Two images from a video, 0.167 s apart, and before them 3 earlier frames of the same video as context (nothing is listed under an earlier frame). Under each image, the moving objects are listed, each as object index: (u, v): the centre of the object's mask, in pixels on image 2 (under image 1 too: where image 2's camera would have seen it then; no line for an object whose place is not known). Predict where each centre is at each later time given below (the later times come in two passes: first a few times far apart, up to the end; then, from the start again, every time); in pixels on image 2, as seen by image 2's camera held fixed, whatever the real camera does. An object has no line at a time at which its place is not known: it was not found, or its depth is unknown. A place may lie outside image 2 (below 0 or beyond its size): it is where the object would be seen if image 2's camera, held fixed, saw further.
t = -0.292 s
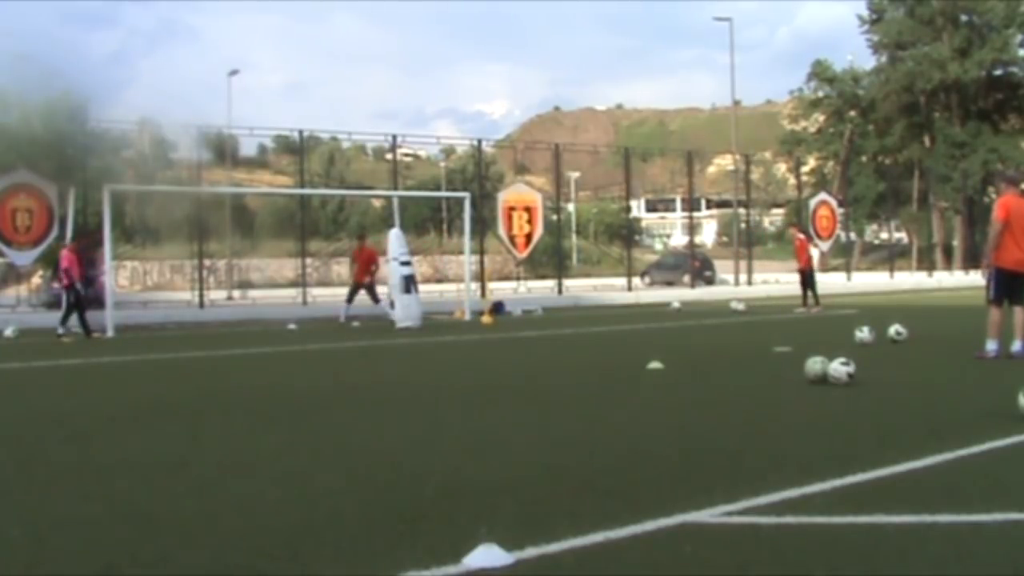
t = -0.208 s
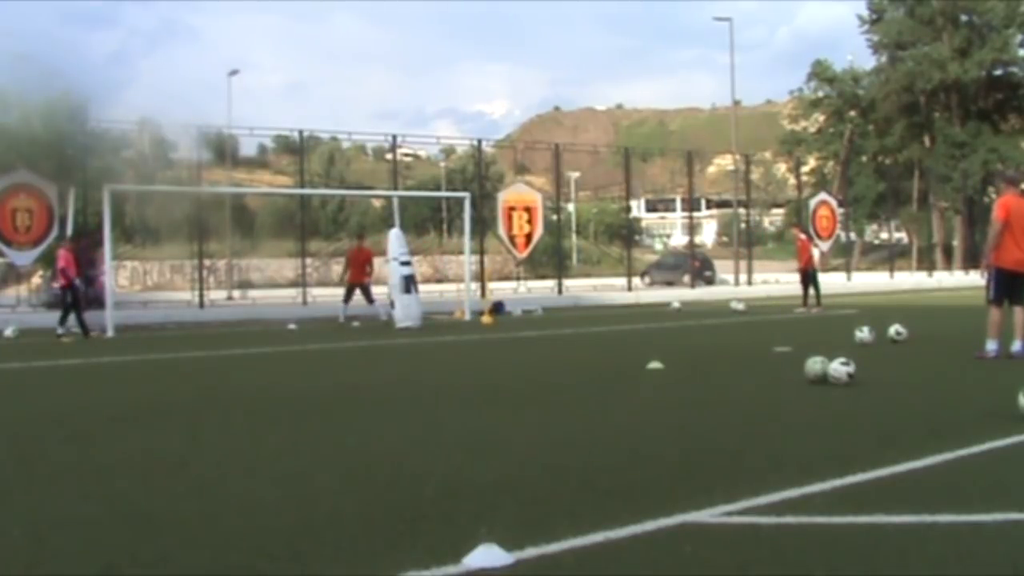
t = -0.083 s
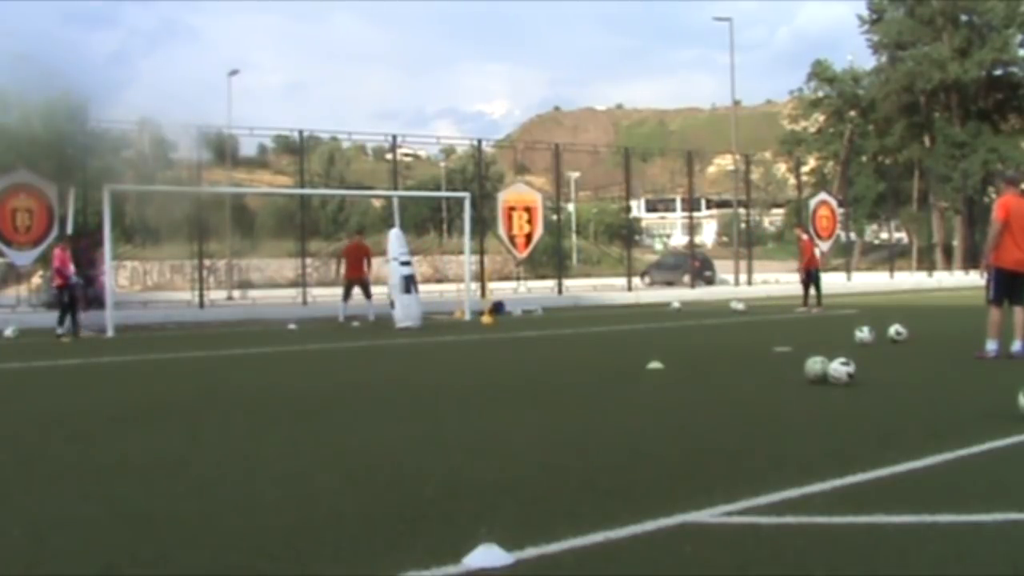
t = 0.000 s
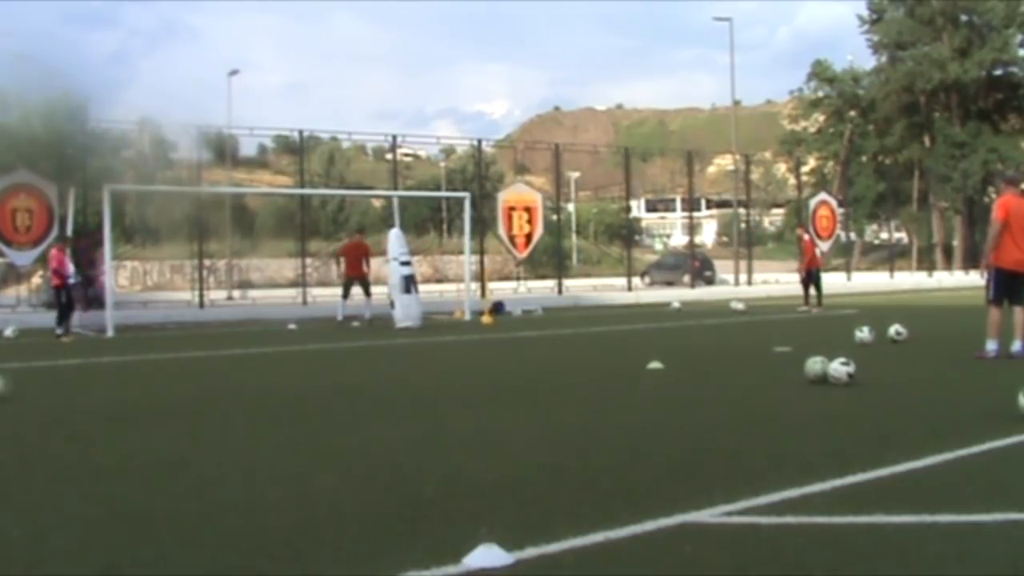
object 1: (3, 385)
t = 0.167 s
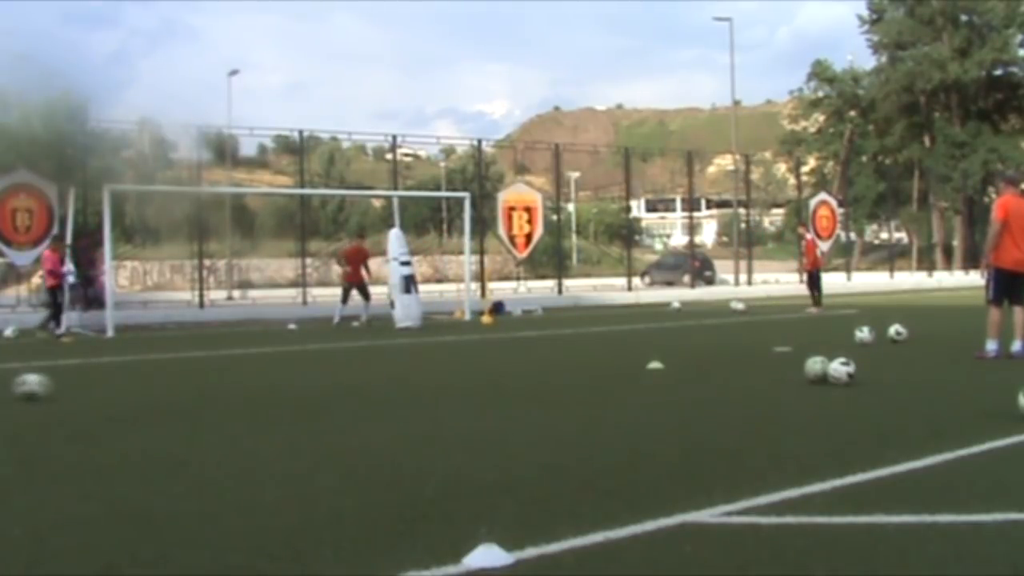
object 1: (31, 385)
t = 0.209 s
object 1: (42, 385)
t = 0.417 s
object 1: (92, 383)
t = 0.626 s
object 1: (143, 382)
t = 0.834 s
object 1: (187, 380)
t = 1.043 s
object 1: (230, 379)
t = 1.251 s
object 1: (272, 378)
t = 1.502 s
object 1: (322, 377)
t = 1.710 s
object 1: (357, 377)
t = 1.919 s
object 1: (392, 376)
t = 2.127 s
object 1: (426, 375)
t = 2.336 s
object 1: (458, 374)
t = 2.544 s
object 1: (489, 373)
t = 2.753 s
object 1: (515, 372)
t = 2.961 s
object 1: (541, 372)
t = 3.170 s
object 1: (564, 370)
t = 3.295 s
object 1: (579, 370)
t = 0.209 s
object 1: (42, 385)
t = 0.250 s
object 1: (53, 385)
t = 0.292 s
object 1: (64, 385)
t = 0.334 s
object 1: (73, 384)
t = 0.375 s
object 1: (81, 384)
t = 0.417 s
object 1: (92, 383)
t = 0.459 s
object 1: (102, 382)
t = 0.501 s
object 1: (112, 382)
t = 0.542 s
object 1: (124, 383)
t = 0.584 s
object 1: (134, 382)
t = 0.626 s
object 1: (143, 382)
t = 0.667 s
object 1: (152, 383)
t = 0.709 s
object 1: (161, 382)
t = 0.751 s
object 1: (170, 382)
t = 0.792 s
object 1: (178, 381)
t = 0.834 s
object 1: (187, 380)
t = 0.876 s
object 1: (195, 380)
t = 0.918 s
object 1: (205, 380)
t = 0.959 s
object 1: (214, 379)
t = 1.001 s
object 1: (223, 380)
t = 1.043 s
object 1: (230, 379)
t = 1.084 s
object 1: (239, 379)
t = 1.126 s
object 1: (247, 379)
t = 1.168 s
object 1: (256, 378)
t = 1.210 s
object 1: (264, 379)
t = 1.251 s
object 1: (272, 378)
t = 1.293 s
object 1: (281, 378)
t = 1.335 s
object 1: (289, 378)
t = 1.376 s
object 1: (297, 378)
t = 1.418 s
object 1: (305, 378)
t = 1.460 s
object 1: (313, 378)
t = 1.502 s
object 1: (322, 377)
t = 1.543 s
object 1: (329, 377)
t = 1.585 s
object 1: (337, 377)
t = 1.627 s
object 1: (343, 377)
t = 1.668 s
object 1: (350, 376)
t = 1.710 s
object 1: (357, 377)
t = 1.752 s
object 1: (364, 376)
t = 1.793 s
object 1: (371, 376)
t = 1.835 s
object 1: (379, 376)
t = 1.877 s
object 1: (386, 376)
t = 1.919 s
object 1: (392, 376)
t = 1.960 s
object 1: (399, 375)
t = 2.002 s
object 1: (406, 375)
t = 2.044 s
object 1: (412, 375)
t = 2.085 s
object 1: (420, 375)
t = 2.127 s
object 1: (426, 375)
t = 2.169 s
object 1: (432, 375)
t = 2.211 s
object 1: (439, 375)
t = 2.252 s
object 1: (446, 374)
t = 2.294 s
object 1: (452, 374)
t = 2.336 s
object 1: (458, 374)
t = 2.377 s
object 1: (464, 374)
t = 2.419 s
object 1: (470, 374)
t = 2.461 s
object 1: (476, 373)
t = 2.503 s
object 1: (482, 372)
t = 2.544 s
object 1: (489, 373)
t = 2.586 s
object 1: (494, 373)
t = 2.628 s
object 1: (500, 373)
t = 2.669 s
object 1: (505, 373)
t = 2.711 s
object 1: (510, 372)
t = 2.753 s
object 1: (515, 372)
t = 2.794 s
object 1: (520, 372)
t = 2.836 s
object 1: (525, 372)
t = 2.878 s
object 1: (531, 372)
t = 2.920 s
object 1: (536, 371)
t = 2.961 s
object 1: (541, 372)
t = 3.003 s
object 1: (546, 371)
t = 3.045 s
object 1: (551, 371)
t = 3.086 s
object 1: (555, 371)
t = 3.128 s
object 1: (560, 371)
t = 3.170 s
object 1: (564, 370)
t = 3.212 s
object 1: (569, 370)
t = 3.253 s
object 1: (574, 370)
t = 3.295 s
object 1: (579, 370)
